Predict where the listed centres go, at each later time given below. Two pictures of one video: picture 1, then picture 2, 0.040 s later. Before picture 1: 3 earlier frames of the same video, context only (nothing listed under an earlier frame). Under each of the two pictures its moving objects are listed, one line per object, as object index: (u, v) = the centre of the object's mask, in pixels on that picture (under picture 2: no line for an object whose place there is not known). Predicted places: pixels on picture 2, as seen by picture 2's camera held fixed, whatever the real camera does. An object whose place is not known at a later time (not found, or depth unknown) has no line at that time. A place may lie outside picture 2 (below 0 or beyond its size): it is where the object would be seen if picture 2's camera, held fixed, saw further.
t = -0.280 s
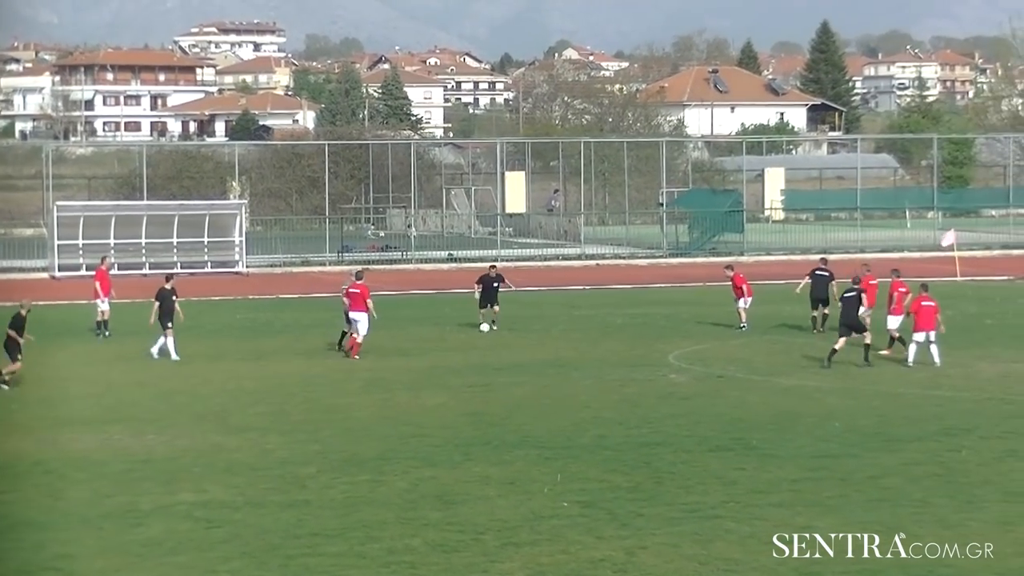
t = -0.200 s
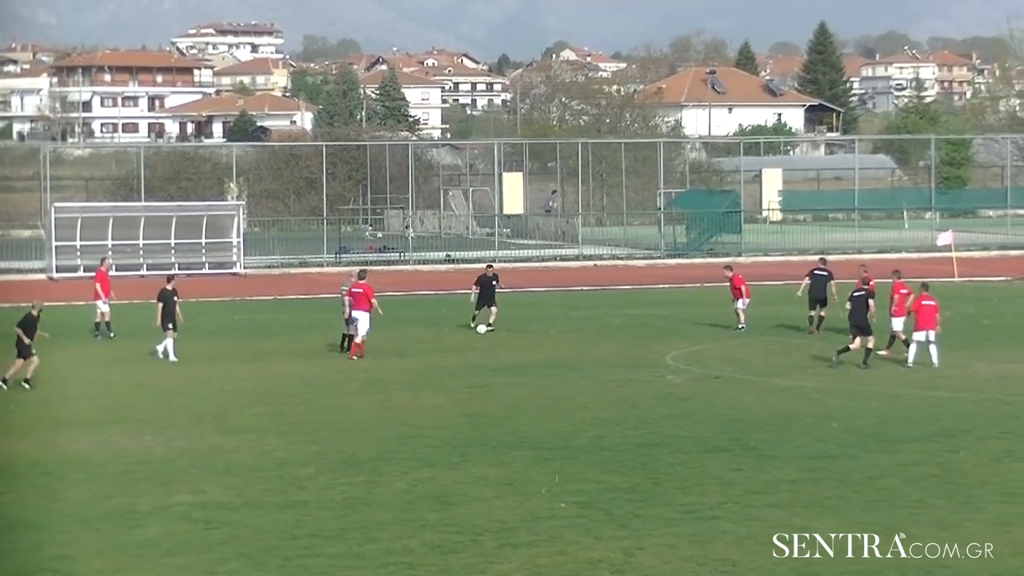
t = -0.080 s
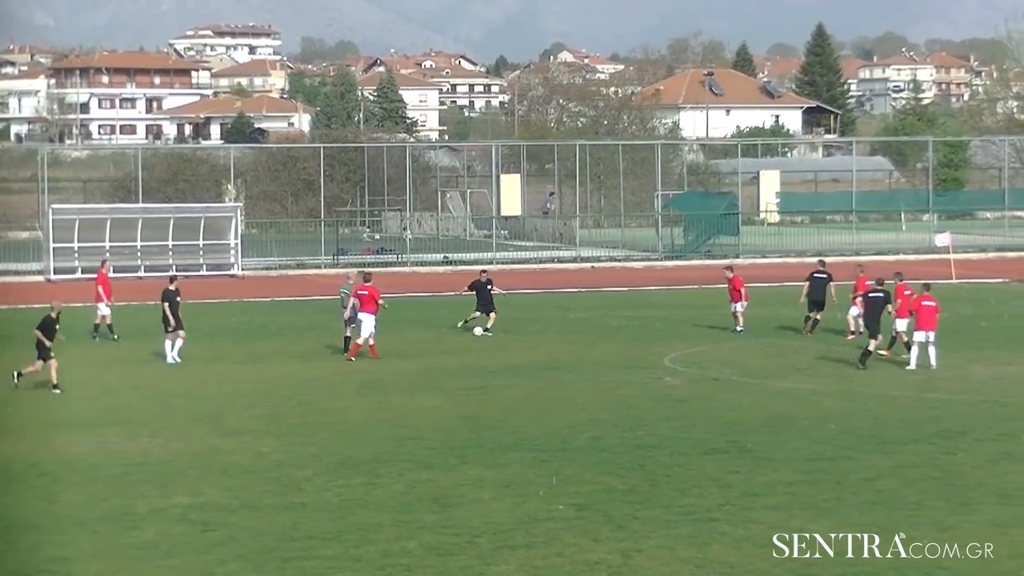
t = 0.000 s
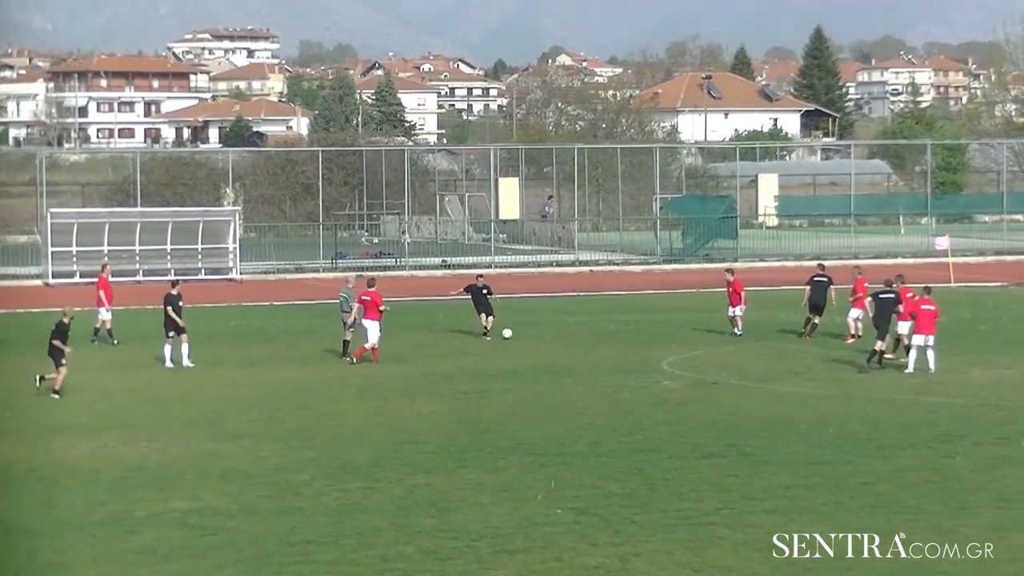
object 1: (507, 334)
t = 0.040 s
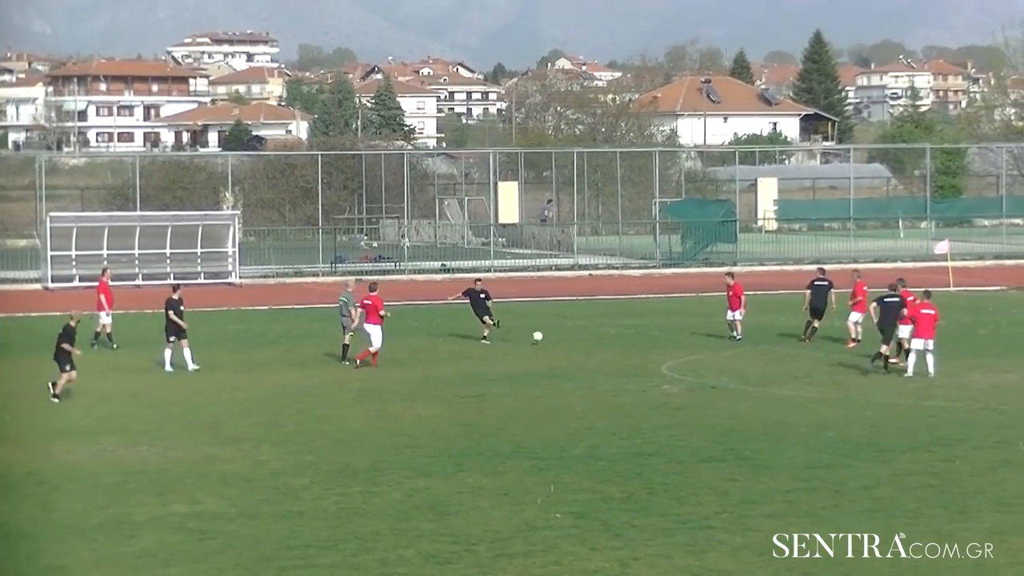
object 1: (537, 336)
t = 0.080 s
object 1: (569, 335)
